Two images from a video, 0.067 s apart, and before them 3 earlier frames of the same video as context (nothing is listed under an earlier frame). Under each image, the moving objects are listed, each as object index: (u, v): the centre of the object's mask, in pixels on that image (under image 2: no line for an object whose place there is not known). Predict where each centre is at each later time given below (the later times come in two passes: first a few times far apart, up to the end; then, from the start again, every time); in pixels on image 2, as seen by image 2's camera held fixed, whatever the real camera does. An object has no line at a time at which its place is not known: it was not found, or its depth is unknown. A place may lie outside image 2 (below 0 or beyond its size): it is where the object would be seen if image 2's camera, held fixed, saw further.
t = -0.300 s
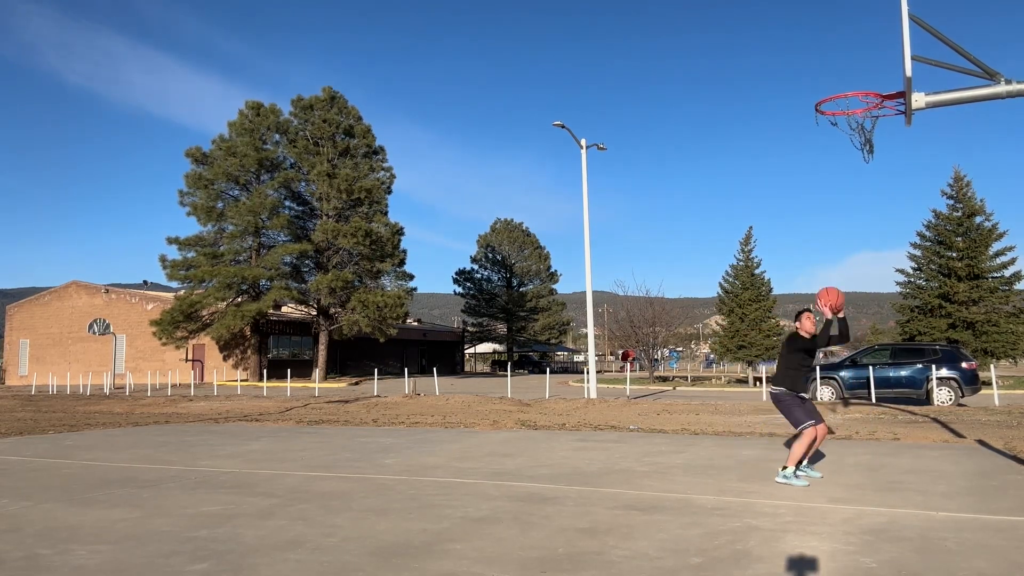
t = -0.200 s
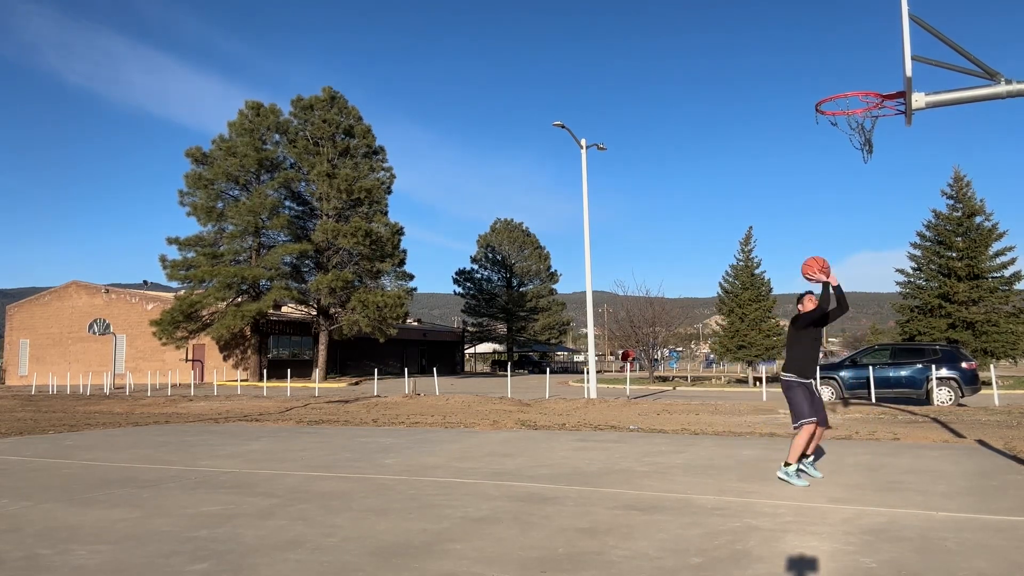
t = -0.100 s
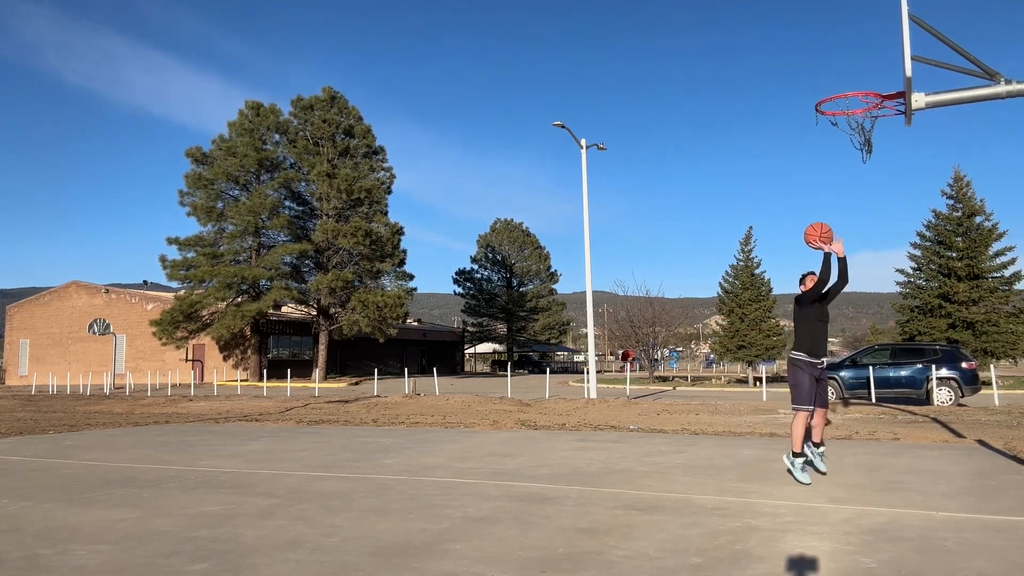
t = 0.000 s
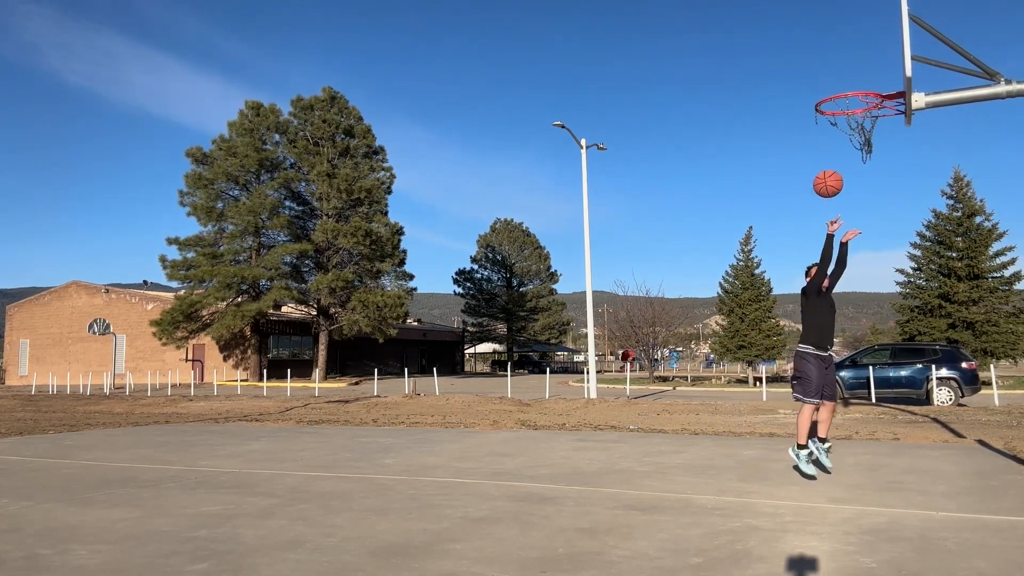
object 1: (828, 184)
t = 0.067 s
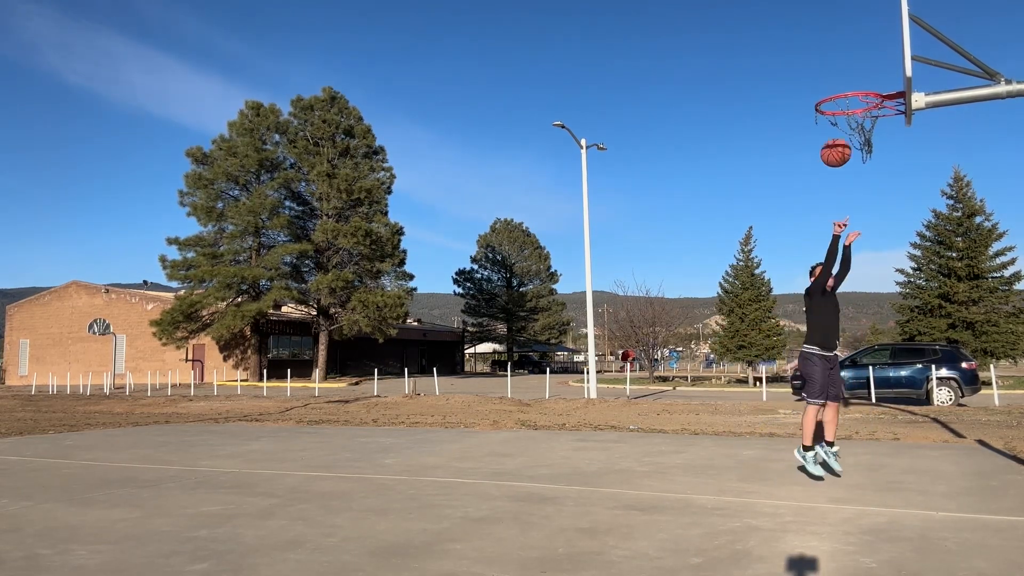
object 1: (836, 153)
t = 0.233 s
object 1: (858, 96)
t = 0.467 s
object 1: (882, 69)
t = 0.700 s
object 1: (846, 120)
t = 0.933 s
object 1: (811, 219)
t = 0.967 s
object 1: (807, 239)
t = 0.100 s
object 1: (840, 140)
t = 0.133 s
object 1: (844, 128)
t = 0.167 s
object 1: (848, 115)
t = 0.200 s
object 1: (852, 107)
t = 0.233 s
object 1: (858, 96)
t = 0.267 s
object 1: (863, 88)
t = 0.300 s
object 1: (868, 79)
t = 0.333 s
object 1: (873, 75)
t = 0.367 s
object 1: (878, 71)
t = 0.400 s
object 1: (883, 68)
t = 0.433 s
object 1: (887, 66)
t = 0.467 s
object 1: (882, 69)
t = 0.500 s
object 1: (876, 72)
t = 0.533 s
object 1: (871, 77)
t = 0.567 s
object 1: (867, 81)
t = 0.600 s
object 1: (861, 90)
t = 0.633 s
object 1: (856, 101)
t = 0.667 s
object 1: (851, 111)
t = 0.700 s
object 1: (846, 120)
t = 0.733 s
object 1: (840, 130)
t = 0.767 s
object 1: (836, 142)
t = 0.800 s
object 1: (830, 155)
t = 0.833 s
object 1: (825, 169)
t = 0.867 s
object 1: (821, 184)
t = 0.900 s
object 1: (816, 201)
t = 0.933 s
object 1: (811, 219)
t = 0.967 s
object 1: (807, 239)
